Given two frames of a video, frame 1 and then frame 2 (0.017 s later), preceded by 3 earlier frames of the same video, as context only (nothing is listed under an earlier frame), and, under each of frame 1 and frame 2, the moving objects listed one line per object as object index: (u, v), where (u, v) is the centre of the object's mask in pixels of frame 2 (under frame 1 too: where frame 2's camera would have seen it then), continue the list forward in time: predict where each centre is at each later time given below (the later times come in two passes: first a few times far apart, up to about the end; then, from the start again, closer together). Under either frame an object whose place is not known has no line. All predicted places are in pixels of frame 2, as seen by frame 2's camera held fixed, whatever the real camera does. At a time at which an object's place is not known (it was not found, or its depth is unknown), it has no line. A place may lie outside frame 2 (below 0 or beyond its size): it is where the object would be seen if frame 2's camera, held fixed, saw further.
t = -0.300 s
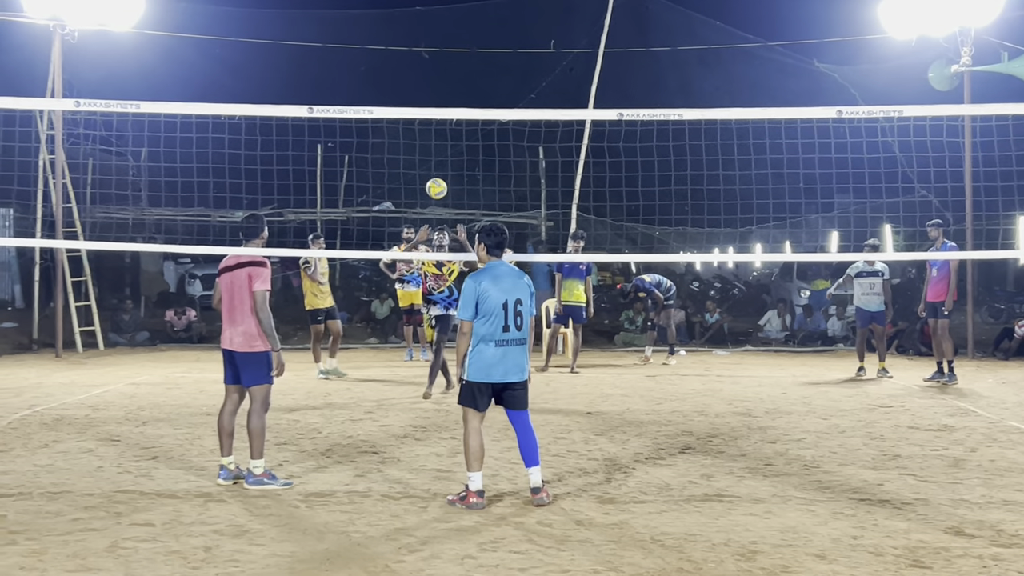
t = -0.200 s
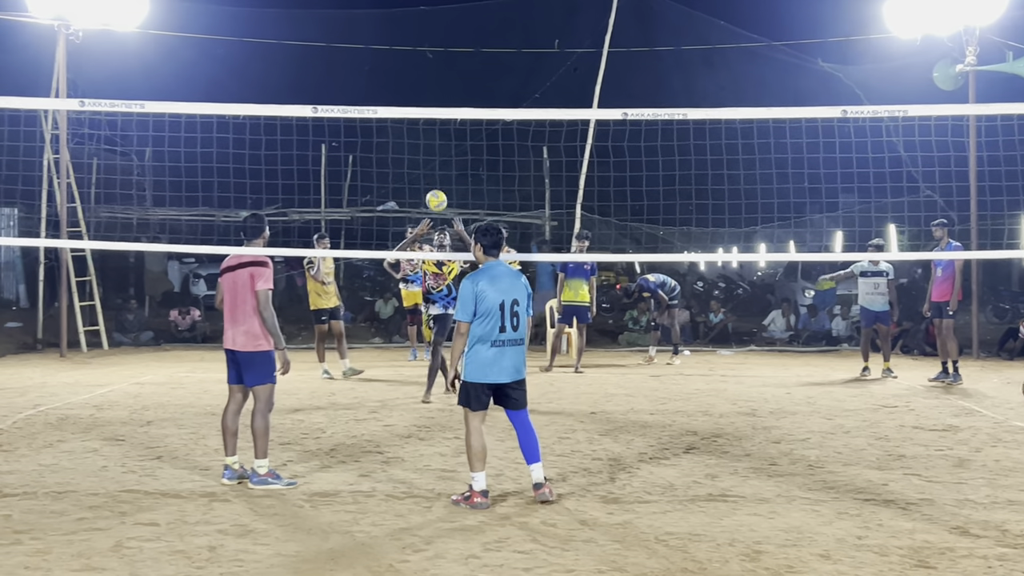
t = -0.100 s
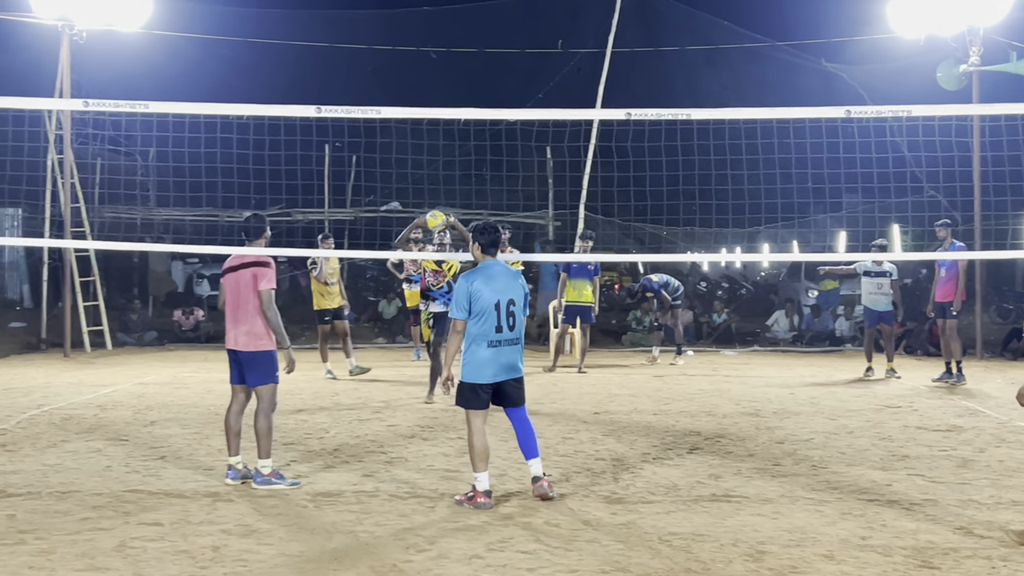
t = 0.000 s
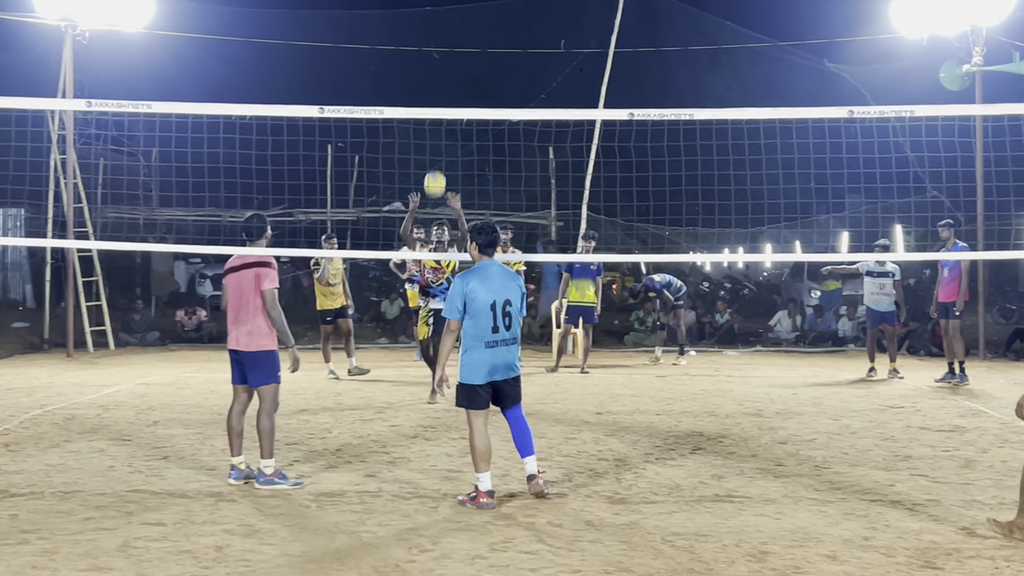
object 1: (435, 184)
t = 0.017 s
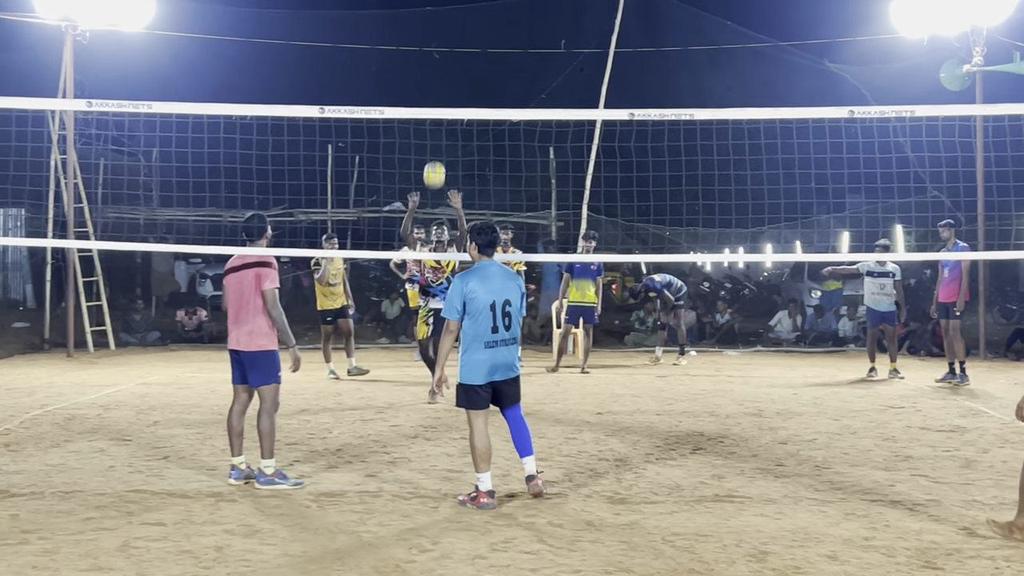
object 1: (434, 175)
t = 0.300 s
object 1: (422, 51)
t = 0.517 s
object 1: (414, 8)
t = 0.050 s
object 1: (433, 157)
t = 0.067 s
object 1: (432, 148)
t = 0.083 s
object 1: (431, 140)
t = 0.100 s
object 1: (430, 132)
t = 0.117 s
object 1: (429, 127)
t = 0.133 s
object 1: (429, 118)
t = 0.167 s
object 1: (427, 98)
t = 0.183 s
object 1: (427, 94)
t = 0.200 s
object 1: (426, 87)
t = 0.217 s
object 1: (425, 80)
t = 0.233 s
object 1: (424, 74)
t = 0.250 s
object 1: (424, 68)
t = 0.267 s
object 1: (423, 62)
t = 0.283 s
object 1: (423, 56)
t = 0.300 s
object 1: (422, 51)
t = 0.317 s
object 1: (422, 46)
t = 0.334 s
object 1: (421, 41)
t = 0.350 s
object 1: (420, 36)
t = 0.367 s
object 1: (420, 32)
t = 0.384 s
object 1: (419, 28)
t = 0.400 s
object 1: (419, 24)
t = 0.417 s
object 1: (418, 20)
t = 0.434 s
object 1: (418, 17)
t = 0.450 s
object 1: (417, 14)
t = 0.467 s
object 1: (416, 12)
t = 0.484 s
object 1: (415, 10)
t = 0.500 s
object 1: (415, 9)
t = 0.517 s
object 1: (414, 8)
